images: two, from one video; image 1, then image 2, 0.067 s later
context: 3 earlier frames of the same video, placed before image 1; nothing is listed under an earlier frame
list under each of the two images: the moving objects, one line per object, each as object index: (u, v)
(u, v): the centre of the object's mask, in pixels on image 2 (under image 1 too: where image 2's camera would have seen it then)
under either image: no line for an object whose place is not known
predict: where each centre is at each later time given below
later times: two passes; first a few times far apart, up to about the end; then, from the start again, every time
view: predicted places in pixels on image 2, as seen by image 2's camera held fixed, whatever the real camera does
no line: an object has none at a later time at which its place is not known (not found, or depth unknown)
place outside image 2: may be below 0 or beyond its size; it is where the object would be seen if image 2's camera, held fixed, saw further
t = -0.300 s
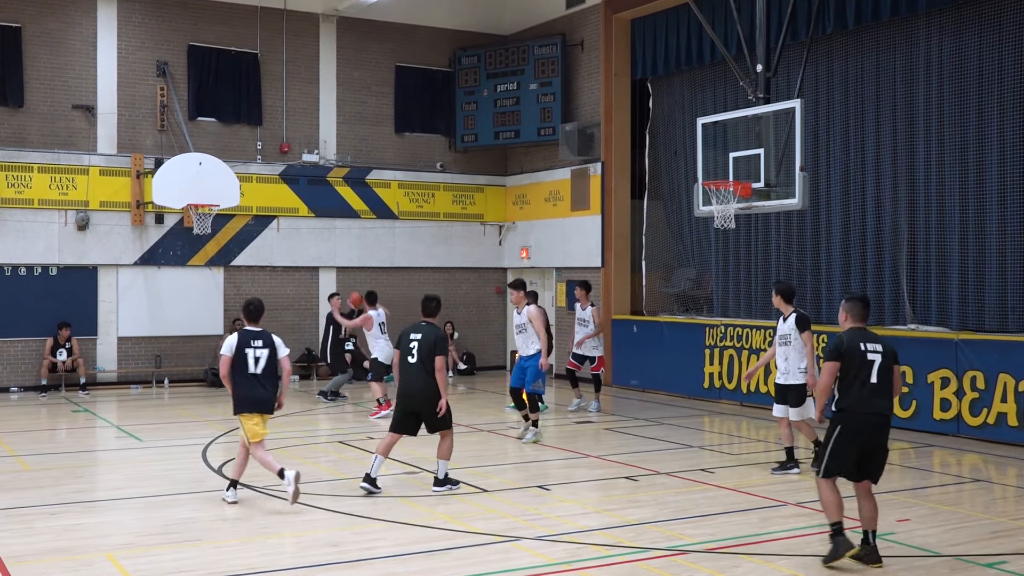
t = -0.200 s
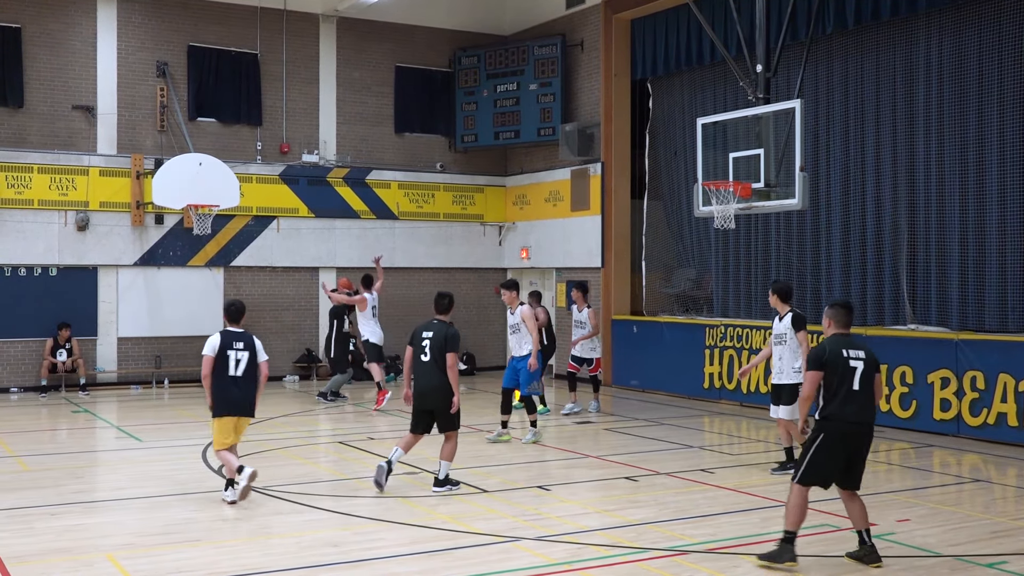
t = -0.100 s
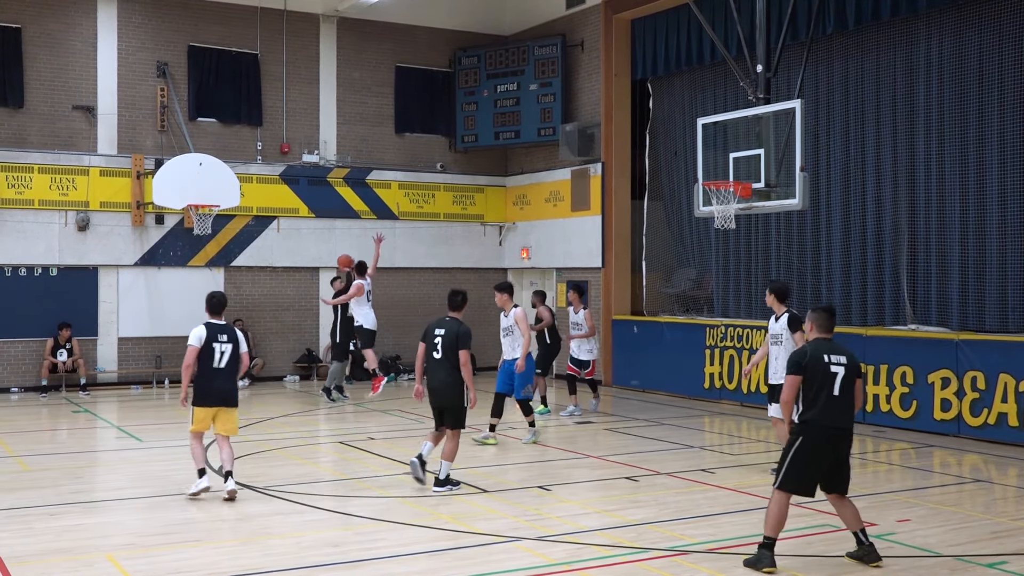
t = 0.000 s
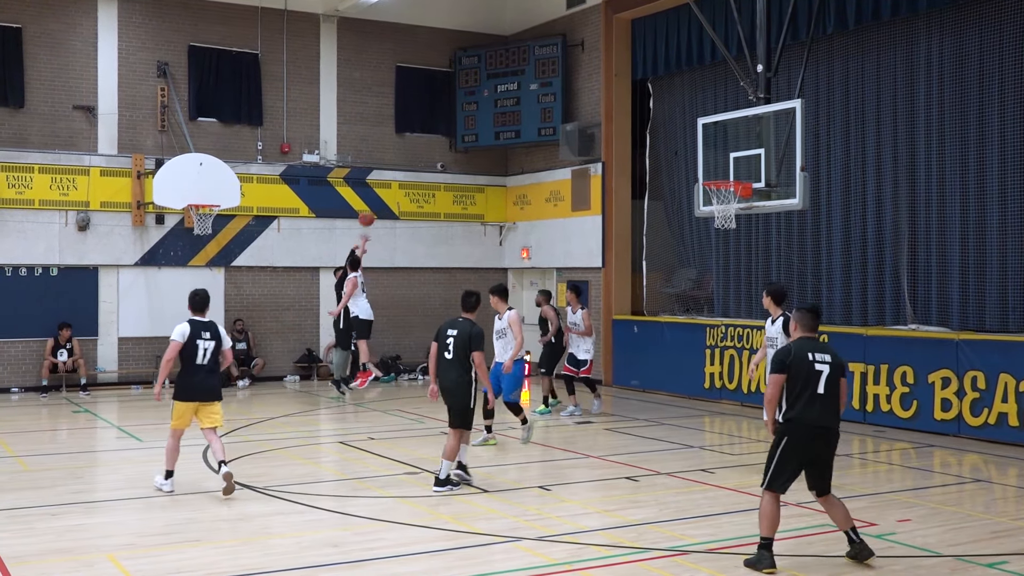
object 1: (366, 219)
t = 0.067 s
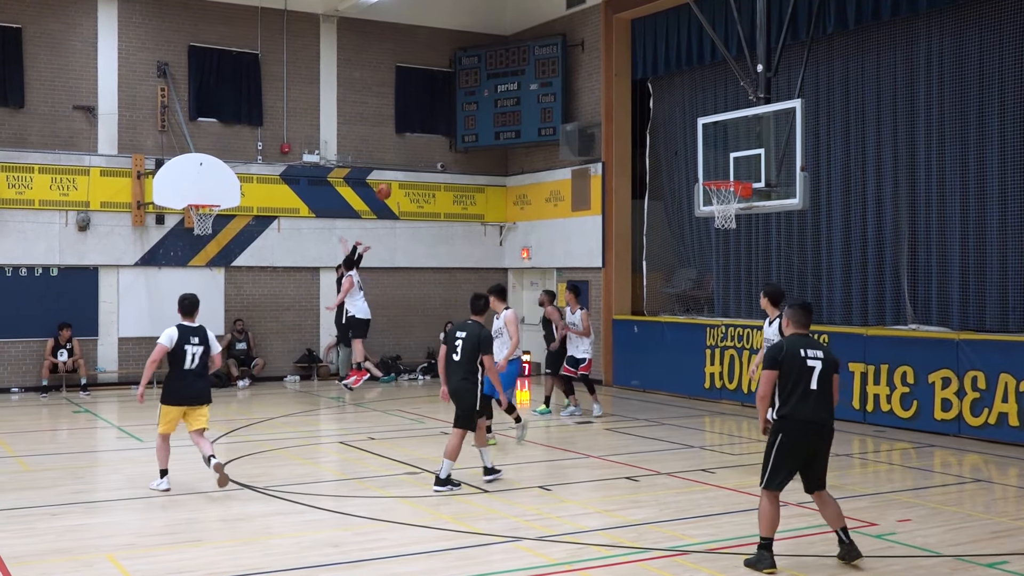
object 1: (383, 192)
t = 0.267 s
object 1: (435, 126)
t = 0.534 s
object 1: (510, 76)
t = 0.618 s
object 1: (535, 71)
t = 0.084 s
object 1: (388, 186)
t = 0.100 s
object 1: (391, 179)
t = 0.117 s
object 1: (396, 172)
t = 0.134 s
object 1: (400, 167)
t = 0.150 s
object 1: (405, 161)
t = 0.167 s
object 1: (409, 155)
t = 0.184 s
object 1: (414, 150)
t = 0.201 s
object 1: (418, 145)
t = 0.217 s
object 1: (422, 140)
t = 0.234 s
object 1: (427, 135)
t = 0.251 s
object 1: (431, 130)
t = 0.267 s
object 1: (435, 126)
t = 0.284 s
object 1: (440, 122)
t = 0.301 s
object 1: (445, 118)
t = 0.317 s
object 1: (449, 114)
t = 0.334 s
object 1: (453, 110)
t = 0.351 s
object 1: (458, 106)
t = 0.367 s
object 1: (463, 102)
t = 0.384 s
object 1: (468, 99)
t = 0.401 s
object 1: (472, 96)
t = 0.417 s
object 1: (477, 93)
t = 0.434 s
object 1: (482, 90)
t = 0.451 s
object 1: (486, 87)
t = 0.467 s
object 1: (491, 85)
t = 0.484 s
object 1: (496, 82)
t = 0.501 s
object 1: (501, 80)
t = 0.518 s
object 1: (505, 78)
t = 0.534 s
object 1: (510, 76)
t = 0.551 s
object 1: (515, 75)
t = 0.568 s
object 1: (520, 74)
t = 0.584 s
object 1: (525, 73)
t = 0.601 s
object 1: (530, 72)
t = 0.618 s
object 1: (535, 71)
